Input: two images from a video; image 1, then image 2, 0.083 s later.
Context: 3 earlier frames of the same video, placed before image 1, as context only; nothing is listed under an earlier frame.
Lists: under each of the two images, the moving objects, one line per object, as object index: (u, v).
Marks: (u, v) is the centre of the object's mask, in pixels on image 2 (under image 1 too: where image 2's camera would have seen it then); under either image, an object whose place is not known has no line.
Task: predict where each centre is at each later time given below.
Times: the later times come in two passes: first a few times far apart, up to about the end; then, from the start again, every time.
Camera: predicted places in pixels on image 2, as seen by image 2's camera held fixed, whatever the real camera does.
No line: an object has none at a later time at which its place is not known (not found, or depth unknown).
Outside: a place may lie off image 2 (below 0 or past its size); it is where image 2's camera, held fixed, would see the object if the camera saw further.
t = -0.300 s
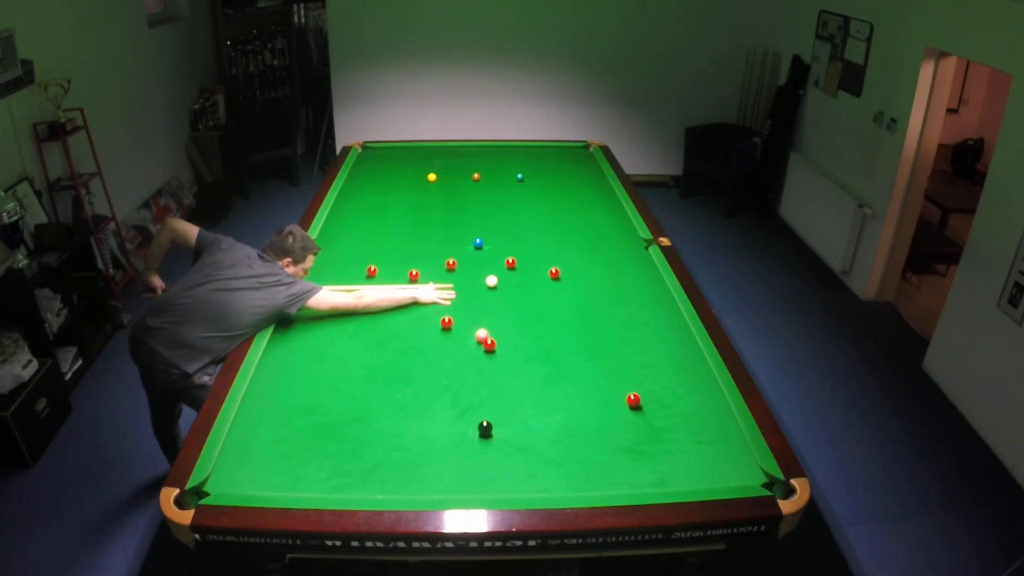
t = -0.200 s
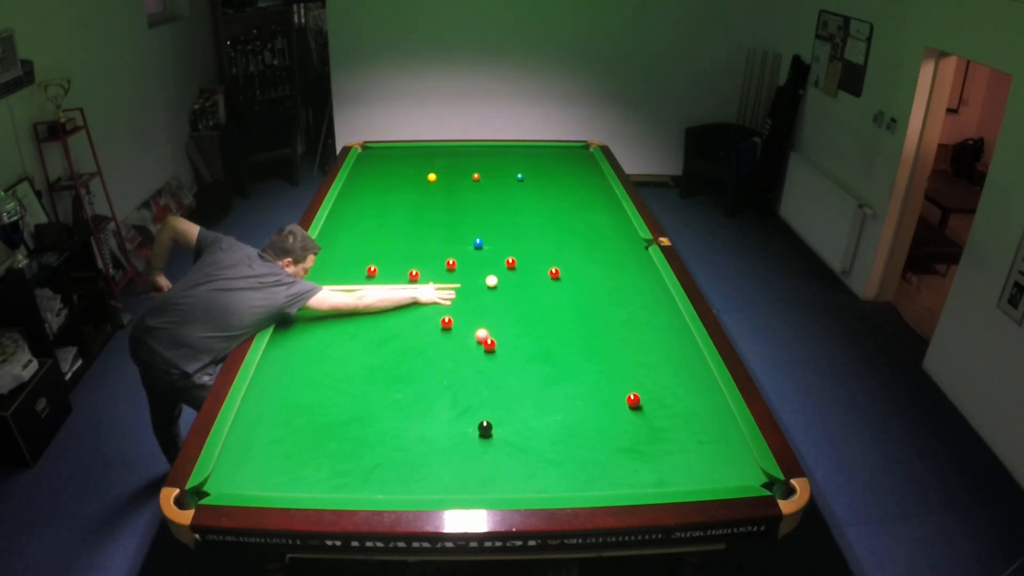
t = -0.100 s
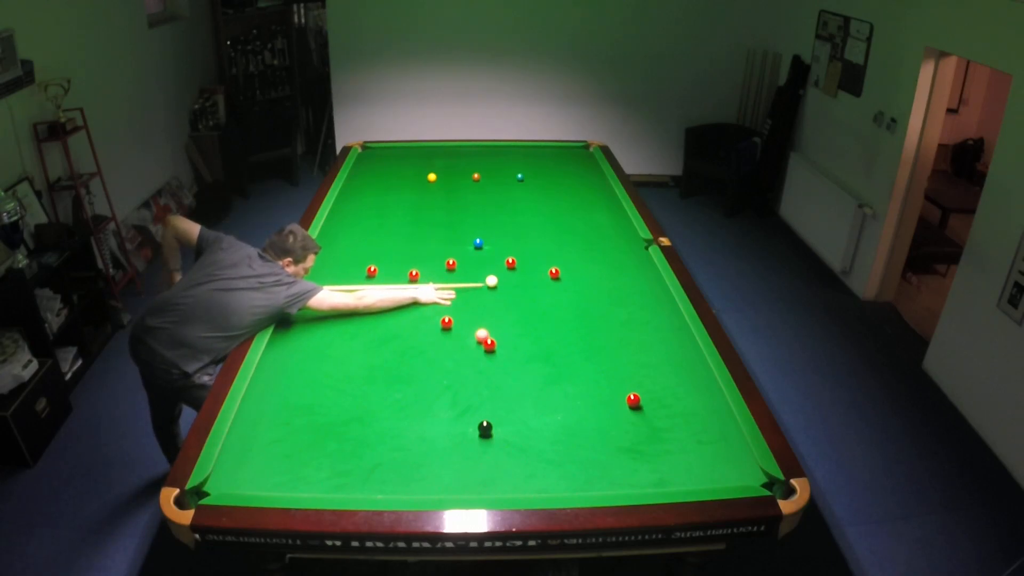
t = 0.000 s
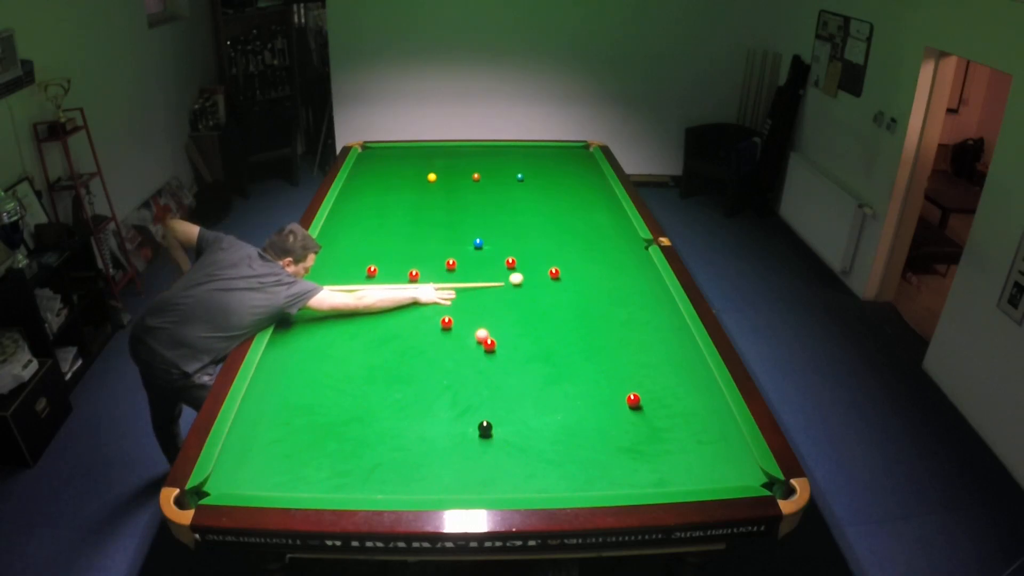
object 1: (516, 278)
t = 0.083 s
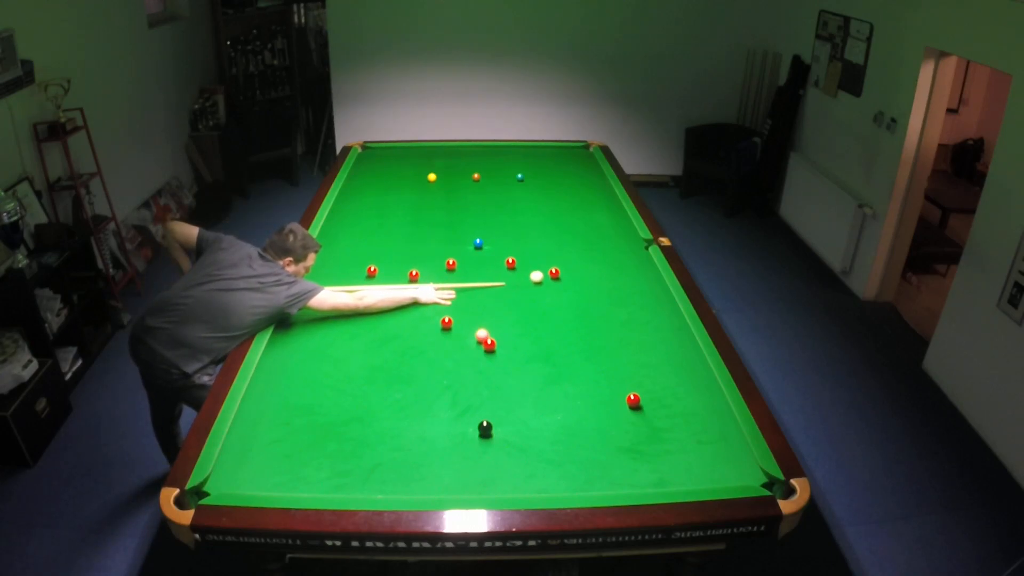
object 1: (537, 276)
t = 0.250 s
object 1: (550, 279)
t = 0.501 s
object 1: (555, 284)
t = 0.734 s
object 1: (558, 288)
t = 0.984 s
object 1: (561, 293)
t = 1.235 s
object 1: (564, 296)
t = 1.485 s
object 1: (566, 299)
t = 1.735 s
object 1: (567, 302)
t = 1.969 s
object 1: (568, 303)
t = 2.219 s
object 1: (569, 304)
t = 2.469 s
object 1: (569, 304)
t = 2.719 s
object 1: (569, 304)
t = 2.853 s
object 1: (569, 304)
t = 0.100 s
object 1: (540, 276)
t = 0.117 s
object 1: (544, 276)
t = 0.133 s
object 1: (546, 276)
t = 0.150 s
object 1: (547, 276)
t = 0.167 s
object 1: (548, 277)
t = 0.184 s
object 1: (549, 277)
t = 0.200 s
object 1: (549, 277)
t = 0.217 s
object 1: (550, 278)
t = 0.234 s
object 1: (550, 278)
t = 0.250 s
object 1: (550, 279)
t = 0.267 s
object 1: (551, 279)
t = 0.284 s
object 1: (551, 279)
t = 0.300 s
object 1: (551, 280)
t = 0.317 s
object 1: (551, 280)
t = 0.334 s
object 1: (552, 280)
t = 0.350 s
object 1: (552, 281)
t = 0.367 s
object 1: (552, 281)
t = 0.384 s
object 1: (553, 281)
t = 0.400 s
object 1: (553, 282)
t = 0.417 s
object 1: (553, 282)
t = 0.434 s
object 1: (553, 282)
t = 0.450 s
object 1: (554, 283)
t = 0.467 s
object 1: (554, 283)
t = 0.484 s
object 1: (554, 284)
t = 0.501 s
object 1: (555, 284)
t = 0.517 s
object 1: (555, 284)
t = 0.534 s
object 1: (555, 285)
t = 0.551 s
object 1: (555, 285)
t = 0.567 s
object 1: (556, 285)
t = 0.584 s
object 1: (556, 286)
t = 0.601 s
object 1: (556, 286)
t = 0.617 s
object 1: (556, 286)
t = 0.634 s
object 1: (556, 287)
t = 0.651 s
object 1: (557, 287)
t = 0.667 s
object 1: (557, 287)
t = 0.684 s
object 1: (557, 288)
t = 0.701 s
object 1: (557, 288)
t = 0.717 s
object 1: (557, 288)
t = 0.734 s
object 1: (558, 288)
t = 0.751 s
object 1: (558, 289)
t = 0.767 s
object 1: (558, 289)
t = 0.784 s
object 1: (558, 289)
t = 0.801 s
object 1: (559, 290)
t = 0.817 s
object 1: (559, 290)
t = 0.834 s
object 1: (559, 290)
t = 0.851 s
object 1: (559, 291)
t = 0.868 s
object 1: (559, 291)
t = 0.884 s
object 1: (560, 291)
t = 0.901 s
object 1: (560, 291)
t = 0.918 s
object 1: (560, 292)
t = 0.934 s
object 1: (560, 292)
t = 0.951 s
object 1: (561, 292)
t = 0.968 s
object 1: (561, 292)
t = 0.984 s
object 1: (561, 293)
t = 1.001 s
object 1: (561, 293)
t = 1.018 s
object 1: (561, 293)
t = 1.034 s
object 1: (562, 294)
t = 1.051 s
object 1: (562, 294)
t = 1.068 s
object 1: (562, 294)
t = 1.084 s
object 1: (562, 294)
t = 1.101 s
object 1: (562, 294)
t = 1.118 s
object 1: (562, 295)
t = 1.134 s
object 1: (563, 295)
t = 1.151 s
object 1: (563, 295)
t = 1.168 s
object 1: (563, 295)
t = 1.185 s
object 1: (563, 296)
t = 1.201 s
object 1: (563, 296)
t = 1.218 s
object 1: (563, 296)
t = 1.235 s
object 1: (564, 296)
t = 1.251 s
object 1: (564, 297)
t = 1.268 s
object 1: (564, 297)
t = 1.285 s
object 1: (564, 297)
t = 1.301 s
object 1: (564, 297)
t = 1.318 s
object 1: (564, 298)
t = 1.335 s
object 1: (564, 298)
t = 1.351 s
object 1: (565, 298)
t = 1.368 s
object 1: (565, 298)
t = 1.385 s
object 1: (565, 298)
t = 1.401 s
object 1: (565, 299)
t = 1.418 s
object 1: (565, 299)
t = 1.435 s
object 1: (565, 299)
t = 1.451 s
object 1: (565, 299)
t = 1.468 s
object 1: (565, 299)
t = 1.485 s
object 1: (566, 299)
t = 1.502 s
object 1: (566, 300)
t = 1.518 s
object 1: (566, 300)
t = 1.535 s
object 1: (566, 300)
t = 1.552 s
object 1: (566, 300)
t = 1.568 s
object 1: (566, 300)
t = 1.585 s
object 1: (566, 300)
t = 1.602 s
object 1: (566, 301)
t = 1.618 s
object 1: (566, 301)
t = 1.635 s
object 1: (566, 301)
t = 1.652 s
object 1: (567, 301)
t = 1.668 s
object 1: (567, 301)
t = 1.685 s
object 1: (567, 301)
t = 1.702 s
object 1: (567, 301)
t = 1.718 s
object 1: (567, 302)
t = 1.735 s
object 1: (567, 302)
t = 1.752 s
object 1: (567, 302)
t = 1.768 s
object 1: (567, 302)
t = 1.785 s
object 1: (567, 302)
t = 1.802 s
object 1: (567, 302)
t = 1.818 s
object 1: (567, 302)
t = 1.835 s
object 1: (567, 302)
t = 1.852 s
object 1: (567, 303)
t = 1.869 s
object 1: (567, 303)
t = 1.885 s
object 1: (568, 303)
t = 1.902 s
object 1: (568, 303)
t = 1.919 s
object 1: (568, 303)
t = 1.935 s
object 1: (568, 303)
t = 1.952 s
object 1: (568, 303)
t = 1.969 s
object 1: (568, 303)
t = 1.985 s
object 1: (568, 303)
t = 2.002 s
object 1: (568, 303)
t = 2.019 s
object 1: (568, 303)
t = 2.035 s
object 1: (568, 304)
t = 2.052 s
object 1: (568, 304)
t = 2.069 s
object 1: (568, 304)
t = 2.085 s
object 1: (568, 304)
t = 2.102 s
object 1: (568, 304)
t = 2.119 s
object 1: (568, 304)
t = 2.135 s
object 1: (569, 304)
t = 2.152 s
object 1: (569, 304)
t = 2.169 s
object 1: (568, 304)
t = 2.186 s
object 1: (569, 304)
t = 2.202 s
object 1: (569, 304)
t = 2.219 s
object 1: (569, 304)
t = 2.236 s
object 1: (569, 304)
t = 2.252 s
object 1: (569, 304)
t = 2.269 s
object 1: (569, 304)
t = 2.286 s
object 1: (569, 304)
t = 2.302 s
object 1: (569, 304)
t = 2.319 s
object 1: (569, 304)
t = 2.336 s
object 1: (569, 304)
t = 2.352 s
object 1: (569, 304)
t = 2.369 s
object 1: (569, 304)
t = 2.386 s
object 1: (569, 304)
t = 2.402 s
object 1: (569, 304)
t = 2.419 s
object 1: (569, 304)
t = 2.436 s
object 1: (569, 304)
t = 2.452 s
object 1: (569, 304)
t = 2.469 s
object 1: (569, 304)
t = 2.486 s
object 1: (569, 304)
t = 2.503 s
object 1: (569, 304)
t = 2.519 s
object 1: (569, 304)
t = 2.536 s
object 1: (569, 304)
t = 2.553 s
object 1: (569, 304)
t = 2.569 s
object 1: (569, 304)
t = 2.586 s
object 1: (569, 304)
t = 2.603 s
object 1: (569, 304)
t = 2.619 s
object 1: (569, 304)
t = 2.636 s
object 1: (569, 304)
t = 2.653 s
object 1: (569, 304)
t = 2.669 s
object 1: (569, 304)
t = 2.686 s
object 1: (569, 304)
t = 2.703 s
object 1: (569, 304)
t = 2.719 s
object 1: (569, 304)
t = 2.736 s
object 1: (569, 304)
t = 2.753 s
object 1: (569, 304)
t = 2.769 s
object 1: (569, 304)
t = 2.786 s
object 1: (569, 304)
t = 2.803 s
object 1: (569, 304)
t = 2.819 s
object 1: (569, 304)
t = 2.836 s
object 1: (569, 304)
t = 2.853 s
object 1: (569, 304)
